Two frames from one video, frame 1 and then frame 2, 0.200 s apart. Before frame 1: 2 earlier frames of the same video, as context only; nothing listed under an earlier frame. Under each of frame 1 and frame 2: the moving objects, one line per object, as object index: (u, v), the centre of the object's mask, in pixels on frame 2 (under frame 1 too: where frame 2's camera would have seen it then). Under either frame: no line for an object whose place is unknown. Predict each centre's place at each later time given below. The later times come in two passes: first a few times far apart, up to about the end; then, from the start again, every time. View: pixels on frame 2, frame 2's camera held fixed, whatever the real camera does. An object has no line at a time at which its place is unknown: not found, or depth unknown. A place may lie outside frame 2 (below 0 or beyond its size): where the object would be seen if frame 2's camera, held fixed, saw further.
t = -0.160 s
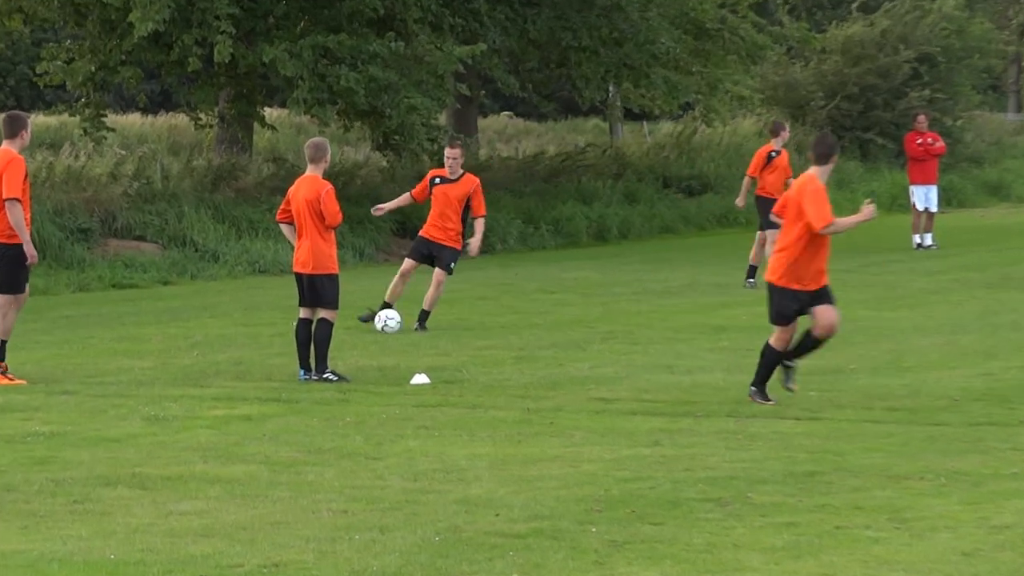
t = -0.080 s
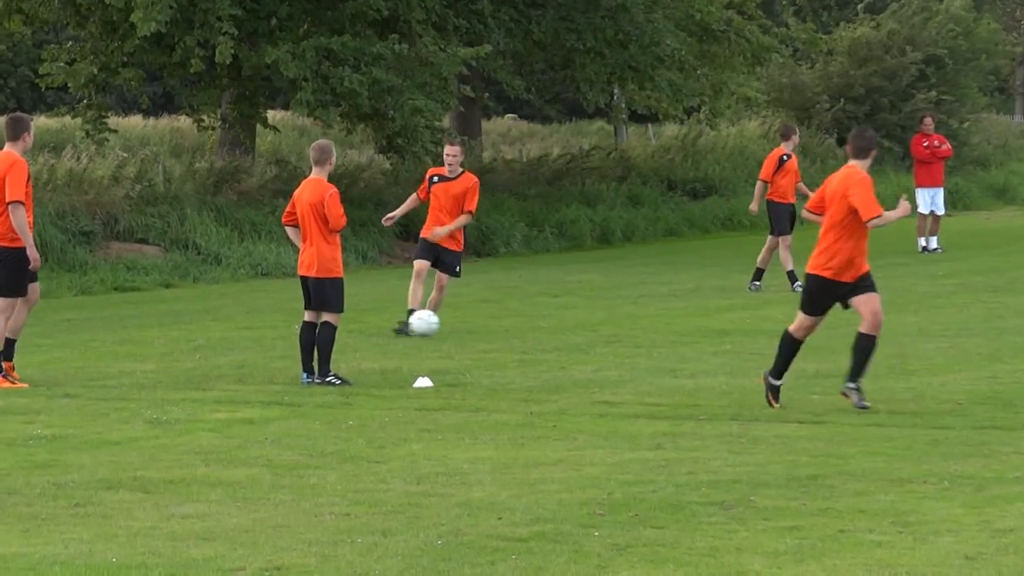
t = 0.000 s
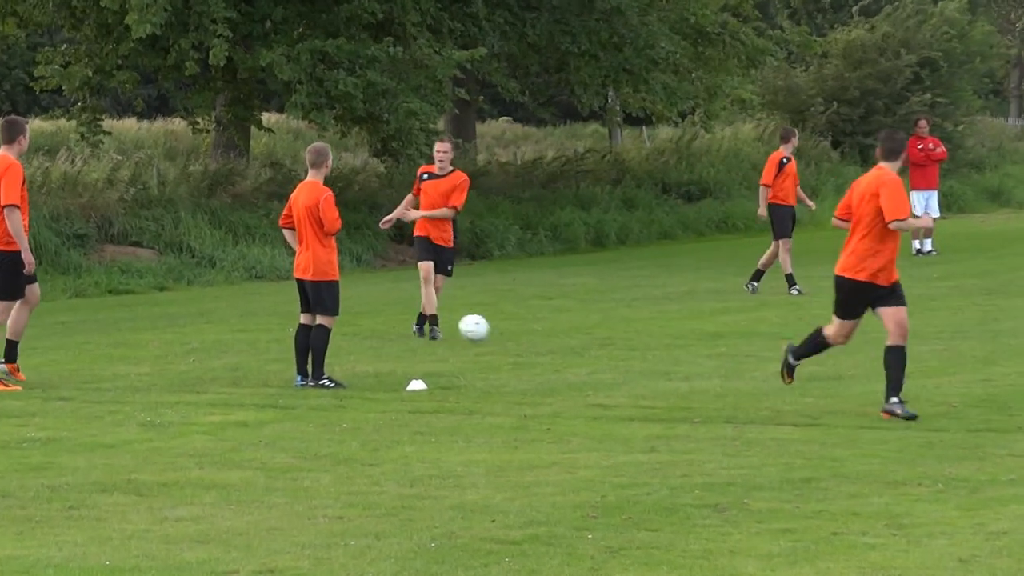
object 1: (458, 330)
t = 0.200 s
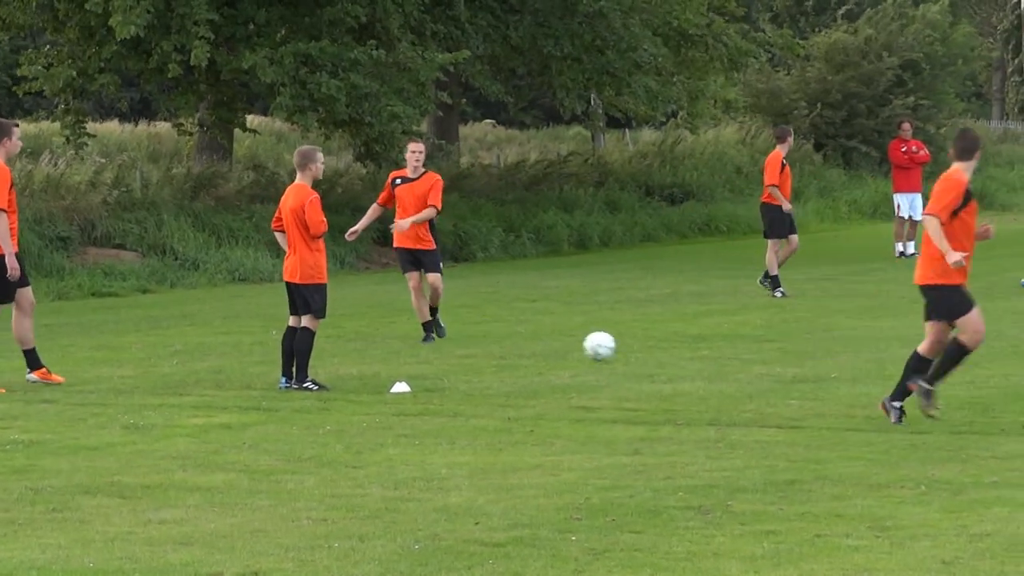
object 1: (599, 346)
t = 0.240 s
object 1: (625, 346)
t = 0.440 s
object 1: (751, 359)
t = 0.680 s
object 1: (881, 374)
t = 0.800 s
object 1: (945, 384)
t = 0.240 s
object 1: (625, 346)
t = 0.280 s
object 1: (651, 349)
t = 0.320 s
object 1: (679, 355)
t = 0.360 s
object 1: (707, 361)
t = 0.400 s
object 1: (729, 360)
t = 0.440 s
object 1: (751, 359)
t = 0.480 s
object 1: (773, 361)
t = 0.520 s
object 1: (795, 364)
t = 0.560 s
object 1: (818, 370)
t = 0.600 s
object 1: (840, 373)
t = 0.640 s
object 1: (860, 372)
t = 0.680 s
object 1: (881, 374)
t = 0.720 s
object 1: (902, 378)
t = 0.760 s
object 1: (923, 383)
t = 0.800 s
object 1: (945, 384)
